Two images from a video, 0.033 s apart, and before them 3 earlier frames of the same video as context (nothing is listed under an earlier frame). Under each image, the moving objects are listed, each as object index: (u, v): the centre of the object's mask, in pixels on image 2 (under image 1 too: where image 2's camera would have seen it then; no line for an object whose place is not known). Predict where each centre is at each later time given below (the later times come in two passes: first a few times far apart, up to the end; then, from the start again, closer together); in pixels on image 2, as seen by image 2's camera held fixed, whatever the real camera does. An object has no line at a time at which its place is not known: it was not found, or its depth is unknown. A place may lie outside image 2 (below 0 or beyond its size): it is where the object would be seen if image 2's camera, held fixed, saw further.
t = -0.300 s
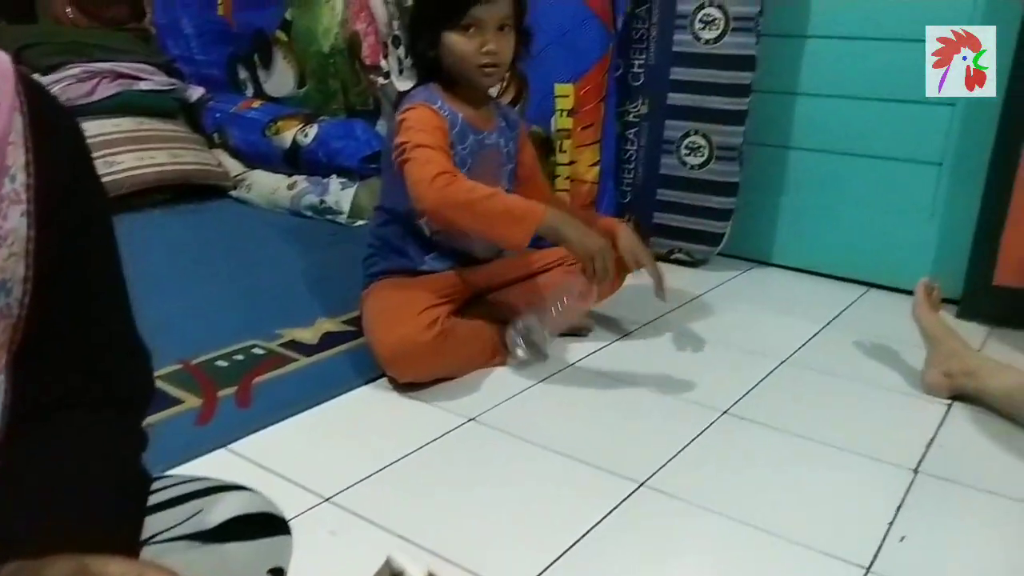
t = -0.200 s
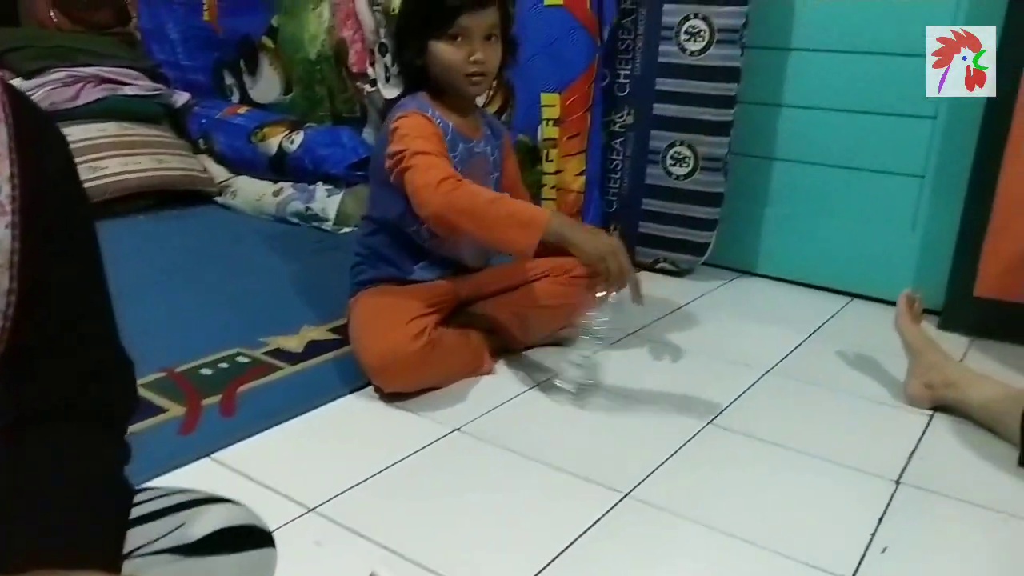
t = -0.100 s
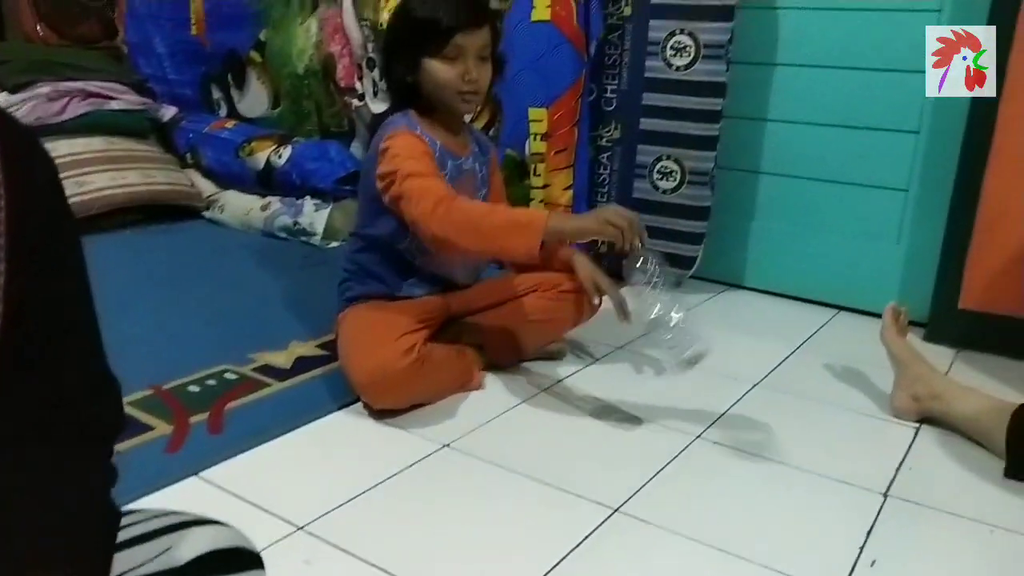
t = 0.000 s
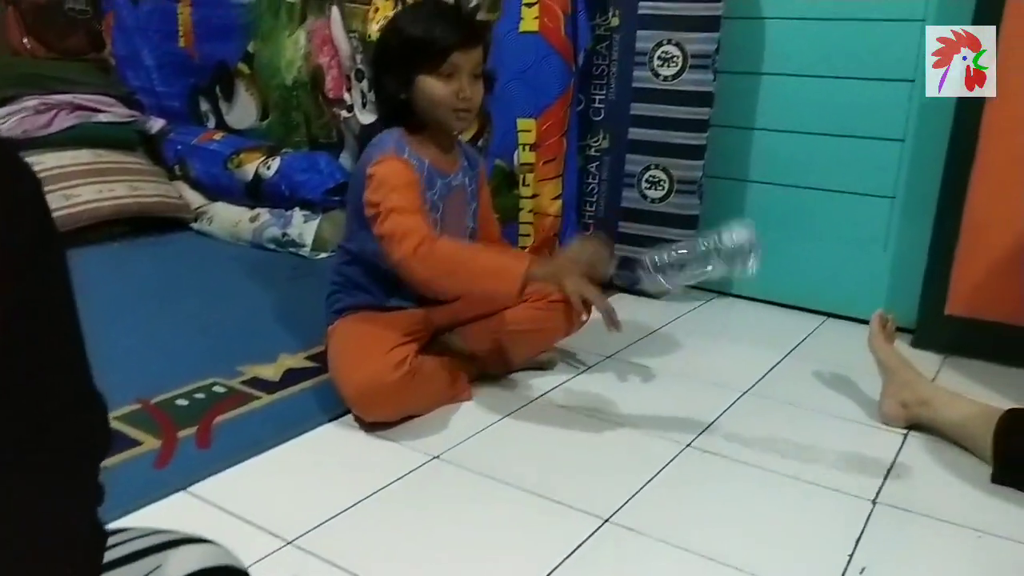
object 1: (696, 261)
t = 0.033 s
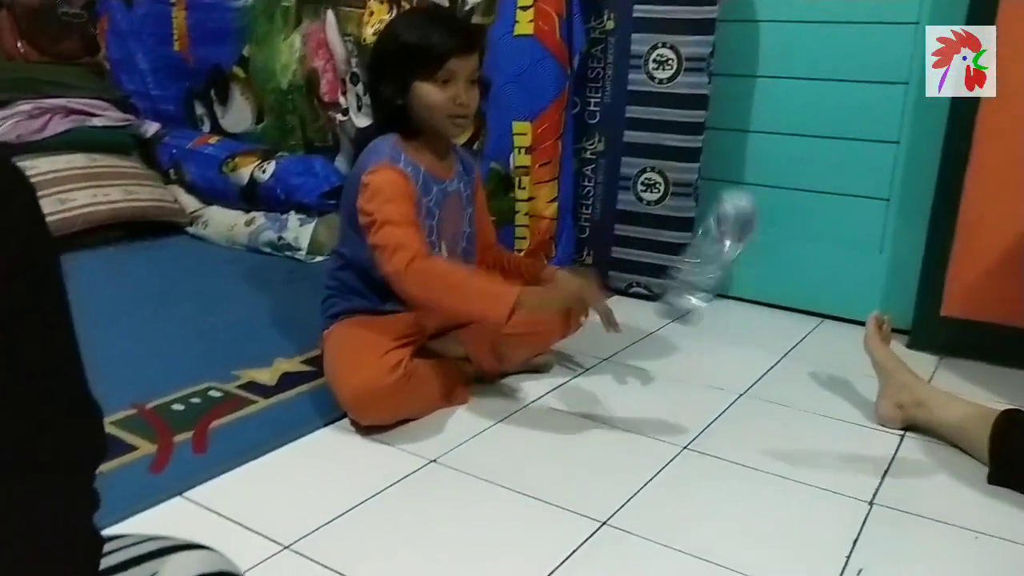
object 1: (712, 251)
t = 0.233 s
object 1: (759, 200)
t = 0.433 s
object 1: (733, 417)
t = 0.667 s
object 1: (710, 447)
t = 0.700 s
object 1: (710, 447)
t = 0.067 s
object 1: (735, 235)
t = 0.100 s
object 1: (759, 223)
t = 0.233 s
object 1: (759, 200)
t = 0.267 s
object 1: (755, 221)
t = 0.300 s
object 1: (752, 249)
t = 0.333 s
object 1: (749, 288)
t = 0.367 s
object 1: (746, 335)
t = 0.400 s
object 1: (742, 388)
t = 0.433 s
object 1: (733, 417)
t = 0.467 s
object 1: (715, 429)
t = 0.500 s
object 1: (711, 449)
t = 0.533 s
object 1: (710, 448)
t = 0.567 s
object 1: (709, 448)
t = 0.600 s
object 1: (709, 448)
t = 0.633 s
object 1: (709, 448)
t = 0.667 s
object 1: (710, 447)
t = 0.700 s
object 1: (710, 447)
